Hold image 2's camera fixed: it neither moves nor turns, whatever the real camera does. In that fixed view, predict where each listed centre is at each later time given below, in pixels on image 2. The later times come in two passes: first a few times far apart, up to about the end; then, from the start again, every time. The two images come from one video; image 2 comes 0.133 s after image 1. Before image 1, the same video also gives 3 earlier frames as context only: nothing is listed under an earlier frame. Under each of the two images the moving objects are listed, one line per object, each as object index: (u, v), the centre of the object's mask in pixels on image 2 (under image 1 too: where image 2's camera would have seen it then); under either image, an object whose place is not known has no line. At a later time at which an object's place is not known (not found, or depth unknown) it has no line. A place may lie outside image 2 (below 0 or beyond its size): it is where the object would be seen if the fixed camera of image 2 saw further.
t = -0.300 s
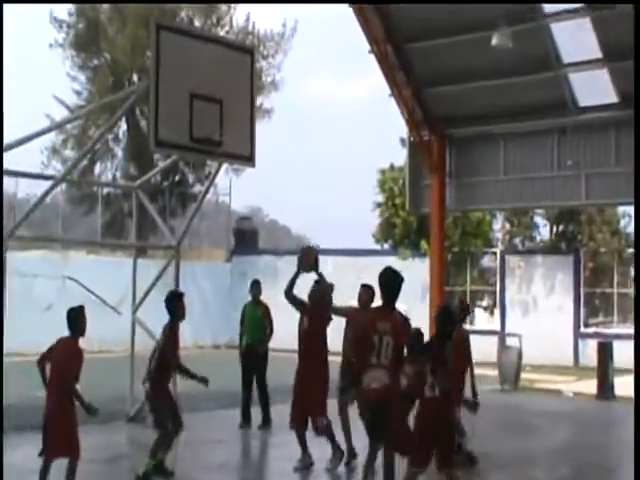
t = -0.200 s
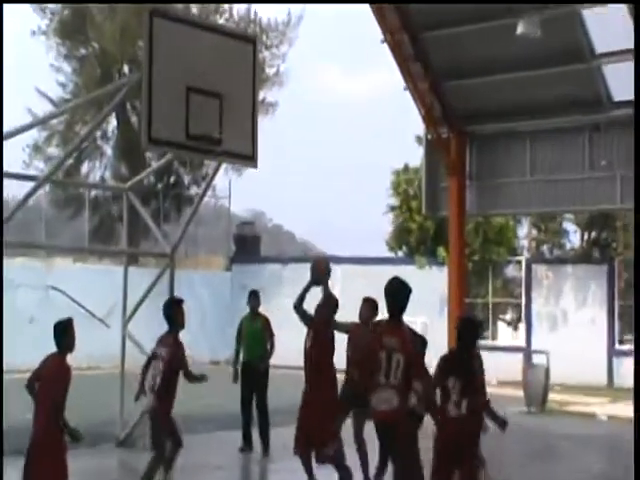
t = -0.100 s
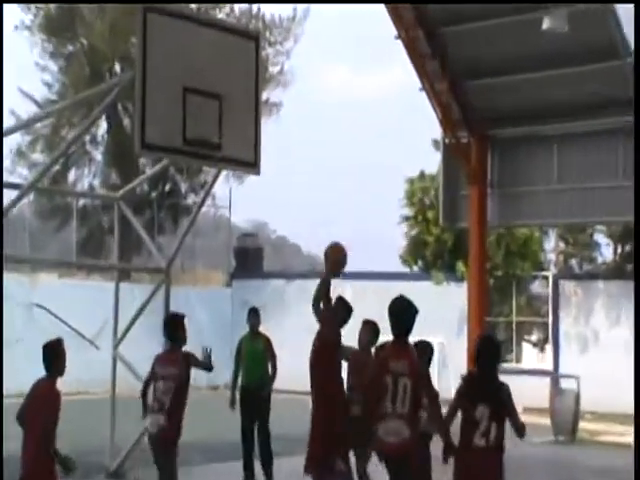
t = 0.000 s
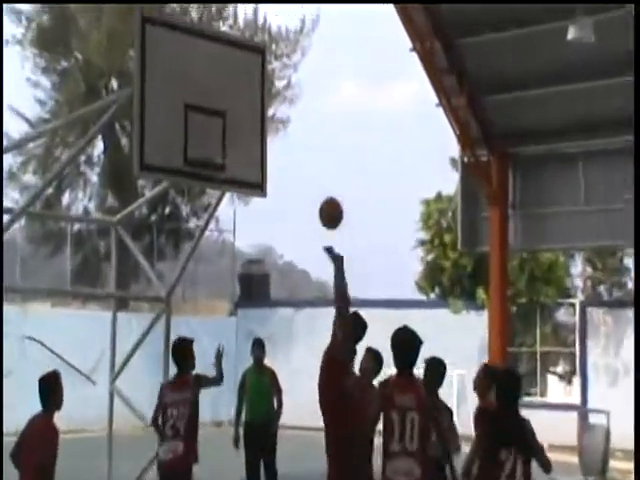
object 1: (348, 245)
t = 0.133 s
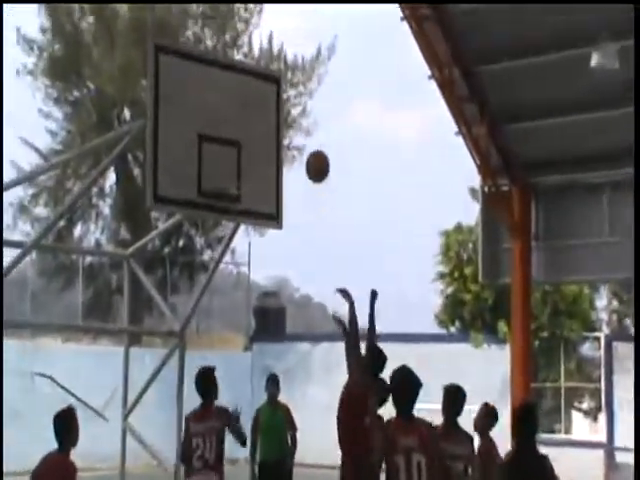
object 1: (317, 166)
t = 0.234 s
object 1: (296, 125)
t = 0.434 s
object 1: (254, 89)
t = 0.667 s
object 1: (248, 103)
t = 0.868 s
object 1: (277, 169)
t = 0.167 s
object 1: (310, 151)
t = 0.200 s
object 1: (303, 138)
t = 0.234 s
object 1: (296, 125)
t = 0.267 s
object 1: (289, 116)
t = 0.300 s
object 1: (281, 107)
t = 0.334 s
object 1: (274, 101)
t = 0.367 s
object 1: (266, 96)
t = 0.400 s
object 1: (261, 91)
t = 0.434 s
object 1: (254, 89)
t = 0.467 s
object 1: (246, 89)
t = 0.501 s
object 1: (240, 89)
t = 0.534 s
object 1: (234, 92)
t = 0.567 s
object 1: (233, 92)
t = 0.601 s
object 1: (236, 95)
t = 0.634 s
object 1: (243, 98)
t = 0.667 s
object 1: (248, 103)
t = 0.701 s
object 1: (252, 112)
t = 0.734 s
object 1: (256, 122)
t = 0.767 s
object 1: (262, 131)
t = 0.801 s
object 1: (267, 141)
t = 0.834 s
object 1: (272, 154)
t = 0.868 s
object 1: (277, 169)
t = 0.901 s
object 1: (282, 186)
